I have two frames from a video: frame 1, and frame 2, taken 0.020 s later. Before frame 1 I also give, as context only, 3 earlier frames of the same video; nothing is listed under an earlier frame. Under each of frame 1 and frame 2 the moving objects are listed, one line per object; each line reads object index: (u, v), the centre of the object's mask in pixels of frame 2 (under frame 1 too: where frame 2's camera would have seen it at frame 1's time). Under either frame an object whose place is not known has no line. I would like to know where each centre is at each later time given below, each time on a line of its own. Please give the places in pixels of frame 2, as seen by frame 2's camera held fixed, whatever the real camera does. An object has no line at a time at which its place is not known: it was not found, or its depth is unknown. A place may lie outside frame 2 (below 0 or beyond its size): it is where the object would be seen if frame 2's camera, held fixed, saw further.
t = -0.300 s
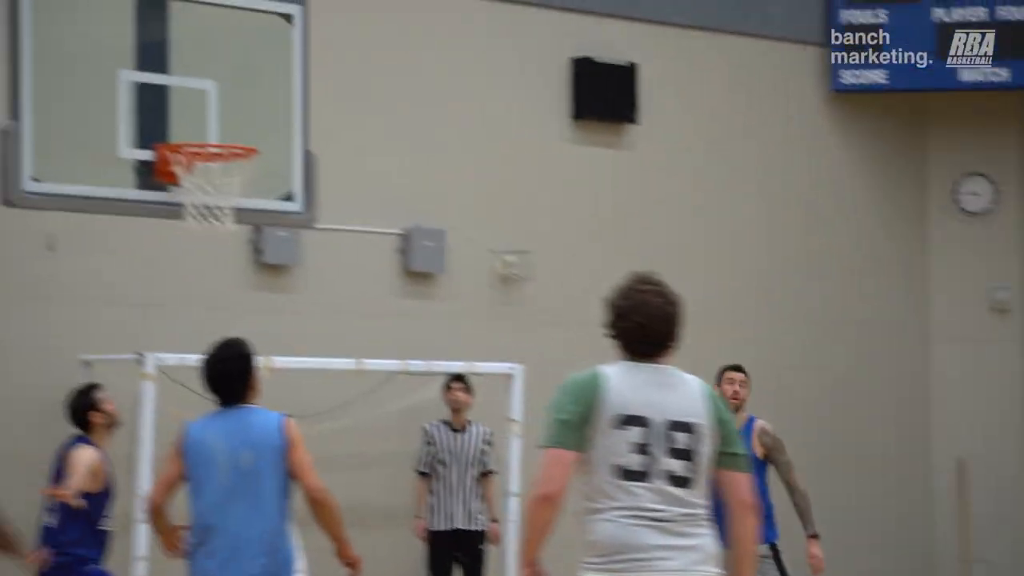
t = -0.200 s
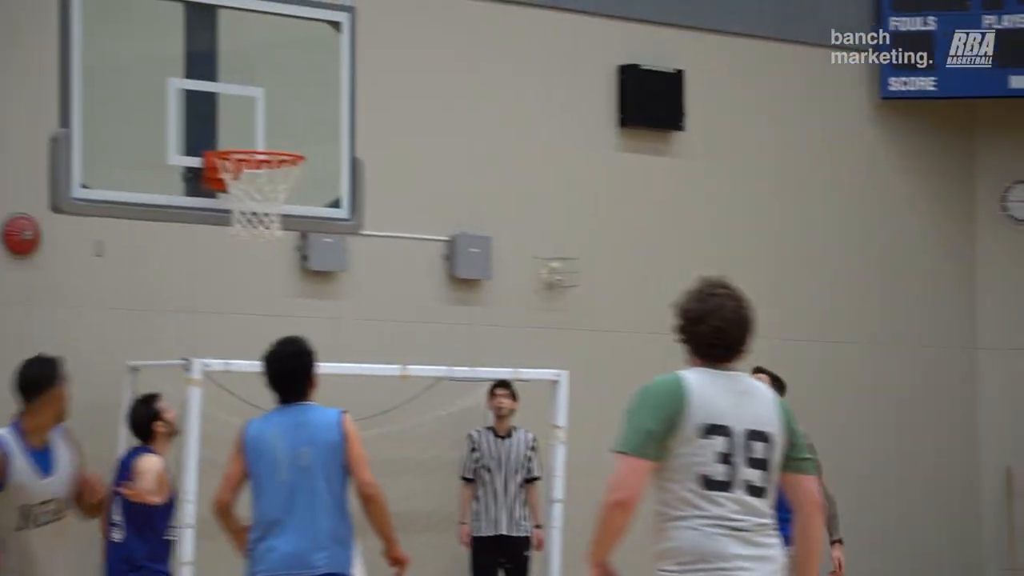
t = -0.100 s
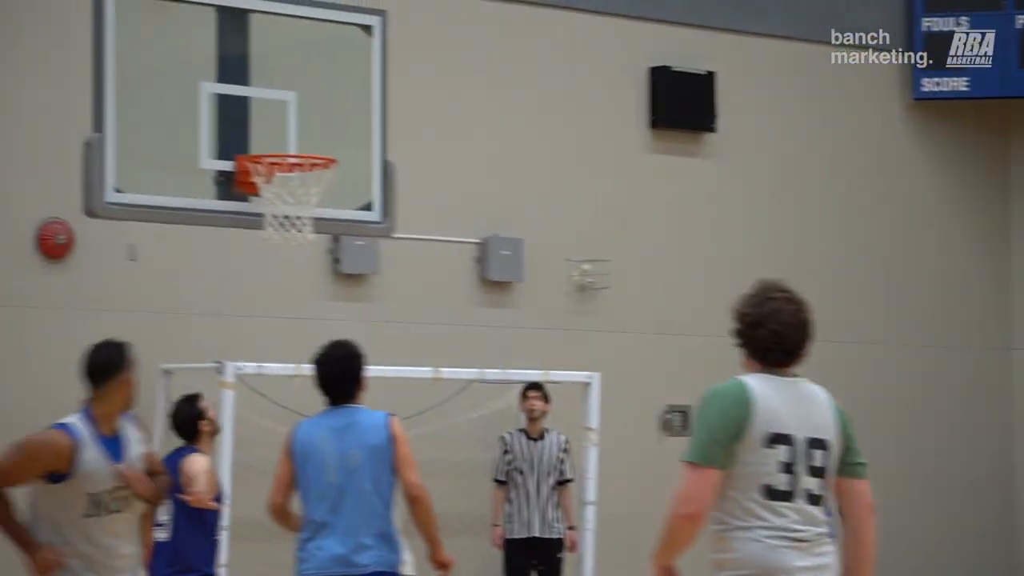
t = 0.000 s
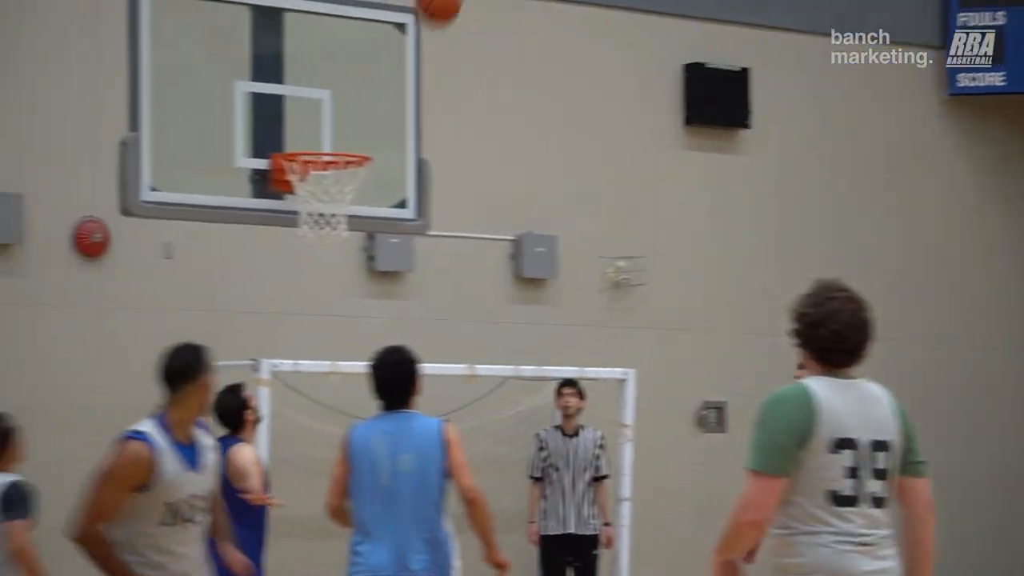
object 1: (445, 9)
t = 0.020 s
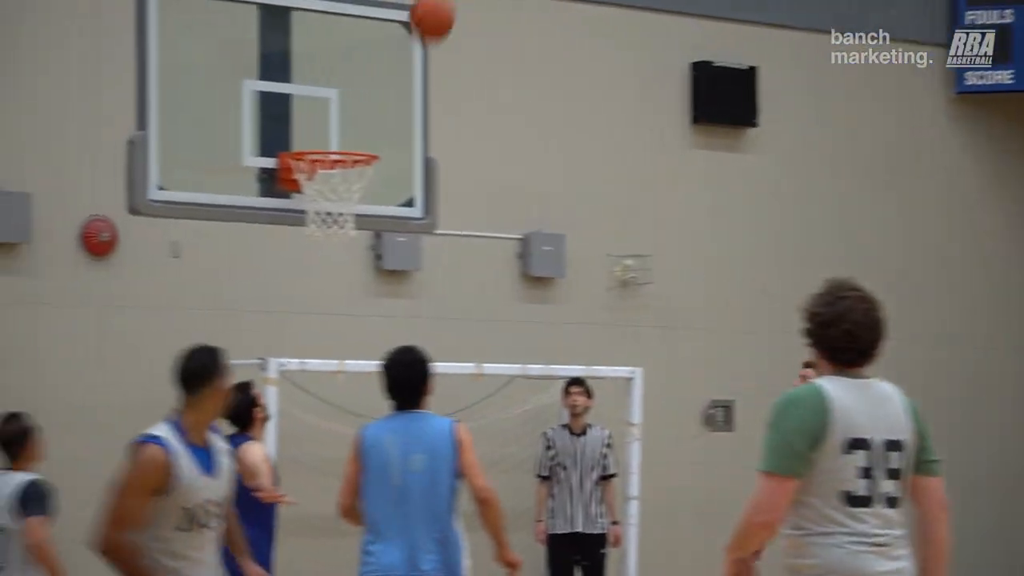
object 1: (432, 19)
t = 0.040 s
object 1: (418, 36)
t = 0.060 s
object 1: (403, 54)
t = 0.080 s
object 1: (391, 75)
